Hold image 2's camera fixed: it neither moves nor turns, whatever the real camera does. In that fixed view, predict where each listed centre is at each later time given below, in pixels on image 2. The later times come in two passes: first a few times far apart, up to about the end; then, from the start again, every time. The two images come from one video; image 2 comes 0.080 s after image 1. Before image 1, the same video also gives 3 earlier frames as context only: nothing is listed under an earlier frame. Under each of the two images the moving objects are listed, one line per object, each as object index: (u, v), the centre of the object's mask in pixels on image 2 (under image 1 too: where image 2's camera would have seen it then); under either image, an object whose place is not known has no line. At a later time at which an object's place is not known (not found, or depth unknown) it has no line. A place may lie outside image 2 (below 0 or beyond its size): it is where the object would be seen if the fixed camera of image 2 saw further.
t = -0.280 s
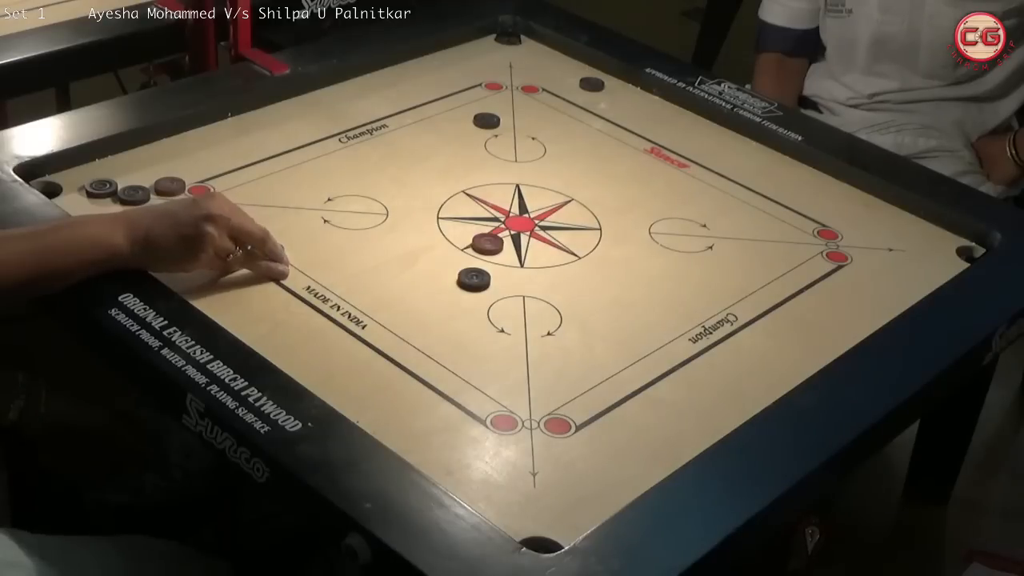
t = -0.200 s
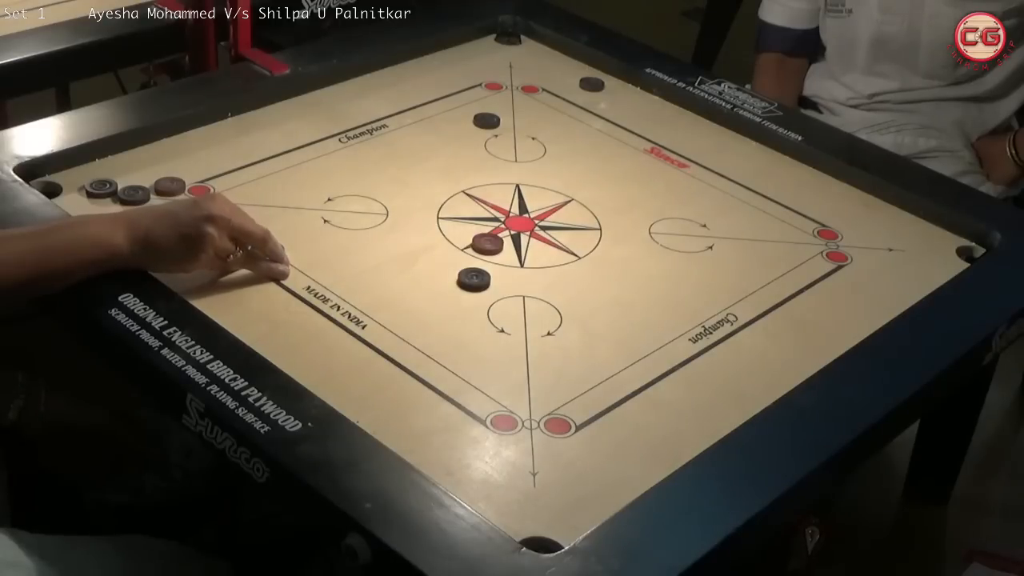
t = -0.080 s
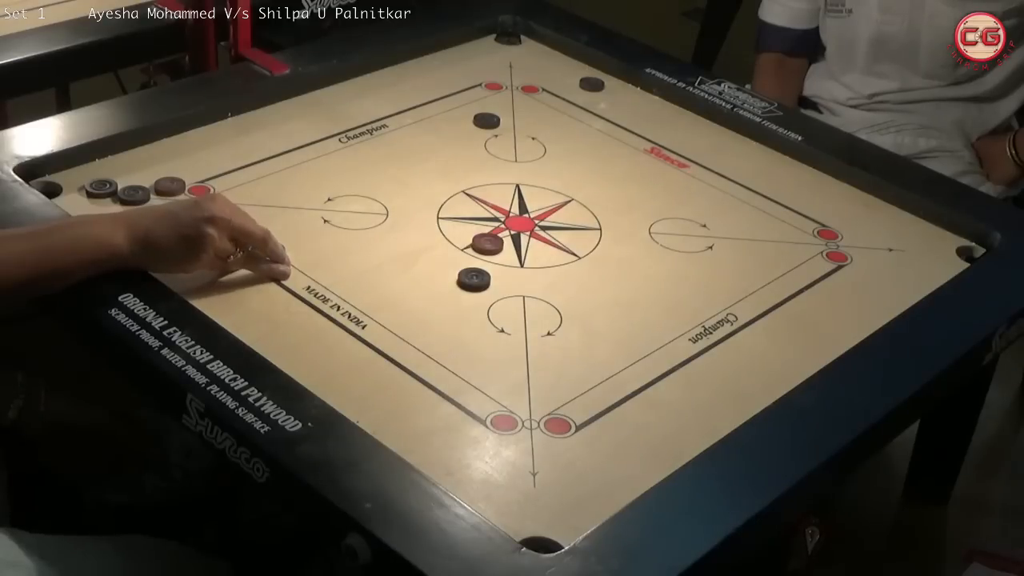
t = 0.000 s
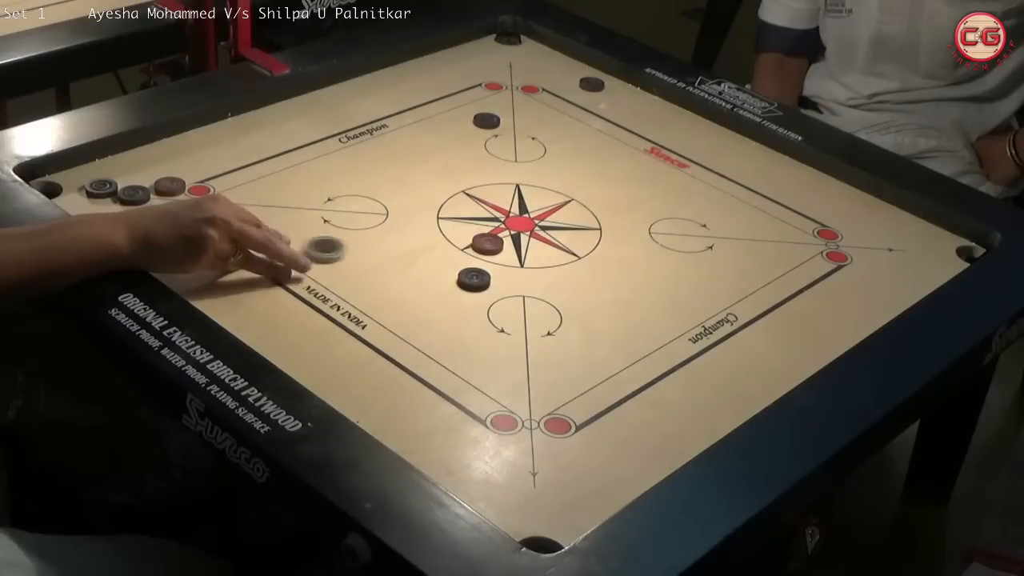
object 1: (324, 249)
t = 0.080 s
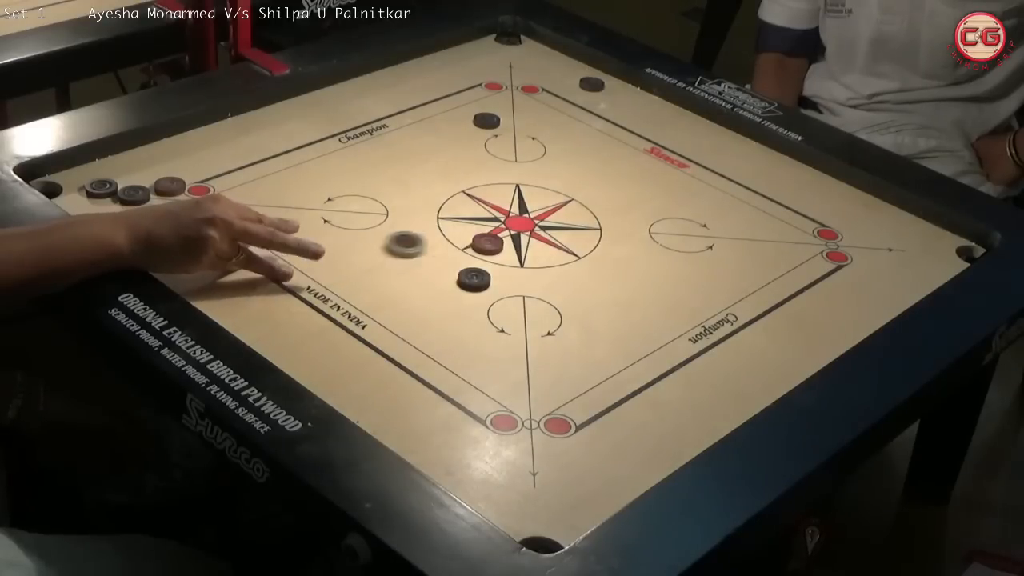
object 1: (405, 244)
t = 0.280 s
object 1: (502, 234)
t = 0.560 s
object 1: (538, 230)
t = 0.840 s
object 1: (538, 230)
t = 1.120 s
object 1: (538, 230)
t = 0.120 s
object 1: (441, 242)
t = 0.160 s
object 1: (463, 240)
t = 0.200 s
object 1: (477, 238)
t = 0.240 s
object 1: (490, 236)
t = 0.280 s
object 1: (502, 234)
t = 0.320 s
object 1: (511, 233)
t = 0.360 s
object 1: (520, 232)
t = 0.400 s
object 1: (527, 231)
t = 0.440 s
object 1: (532, 231)
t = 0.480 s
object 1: (536, 230)
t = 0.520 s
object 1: (537, 230)
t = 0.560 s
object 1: (538, 230)
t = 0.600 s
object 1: (538, 230)
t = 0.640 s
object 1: (538, 230)
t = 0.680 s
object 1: (538, 230)
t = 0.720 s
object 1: (538, 230)
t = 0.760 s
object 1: (538, 230)
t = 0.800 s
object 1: (538, 230)
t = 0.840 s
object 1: (538, 230)
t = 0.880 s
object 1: (538, 230)
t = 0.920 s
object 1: (538, 230)
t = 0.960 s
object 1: (537, 230)
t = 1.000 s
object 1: (538, 230)
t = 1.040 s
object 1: (538, 230)
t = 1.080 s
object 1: (538, 230)
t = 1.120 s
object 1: (538, 230)
